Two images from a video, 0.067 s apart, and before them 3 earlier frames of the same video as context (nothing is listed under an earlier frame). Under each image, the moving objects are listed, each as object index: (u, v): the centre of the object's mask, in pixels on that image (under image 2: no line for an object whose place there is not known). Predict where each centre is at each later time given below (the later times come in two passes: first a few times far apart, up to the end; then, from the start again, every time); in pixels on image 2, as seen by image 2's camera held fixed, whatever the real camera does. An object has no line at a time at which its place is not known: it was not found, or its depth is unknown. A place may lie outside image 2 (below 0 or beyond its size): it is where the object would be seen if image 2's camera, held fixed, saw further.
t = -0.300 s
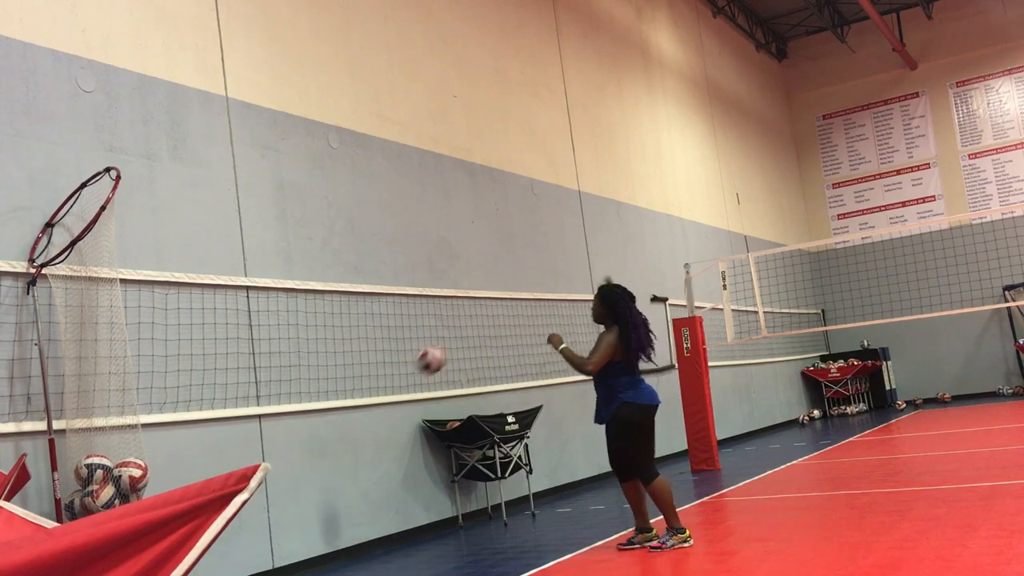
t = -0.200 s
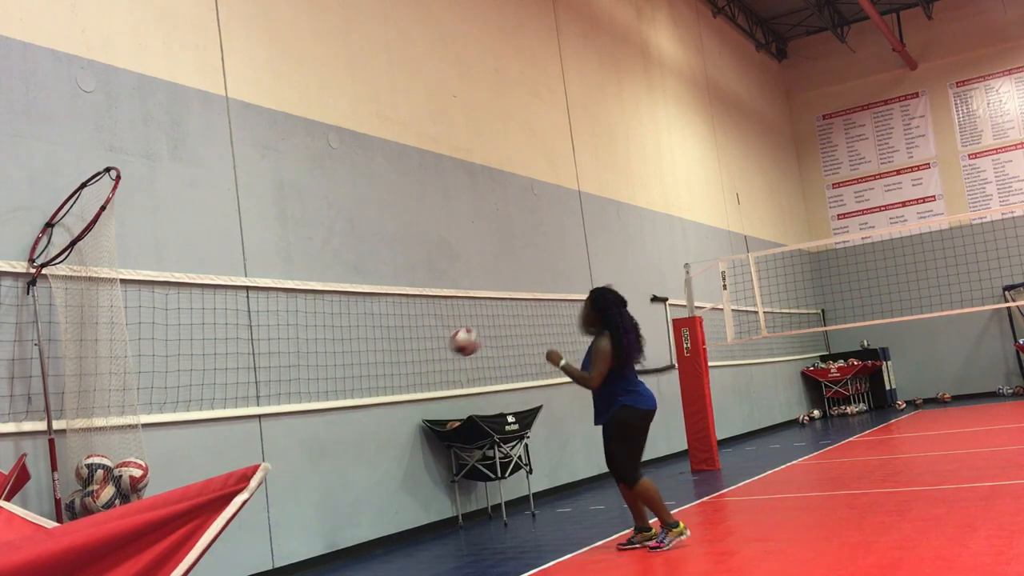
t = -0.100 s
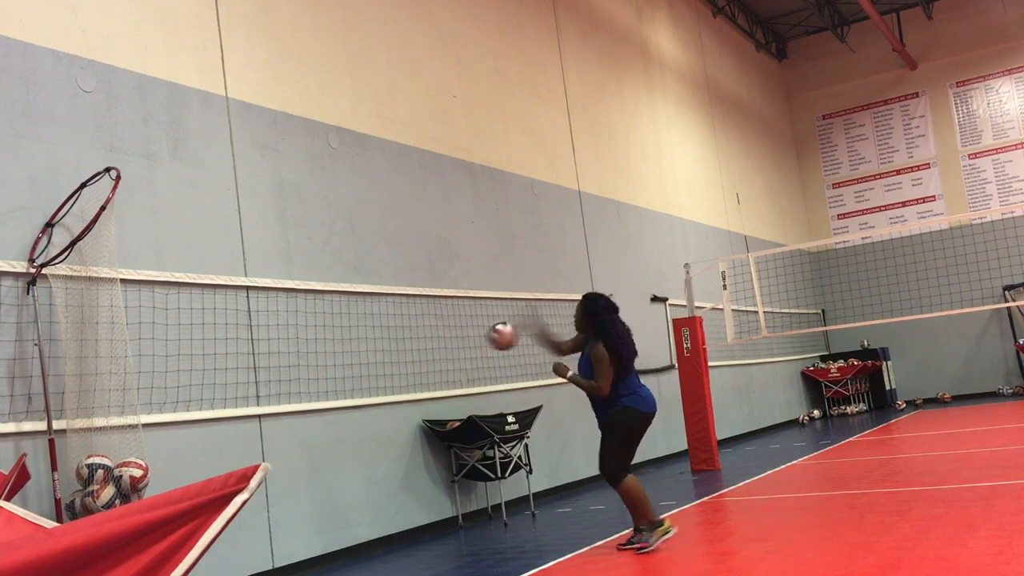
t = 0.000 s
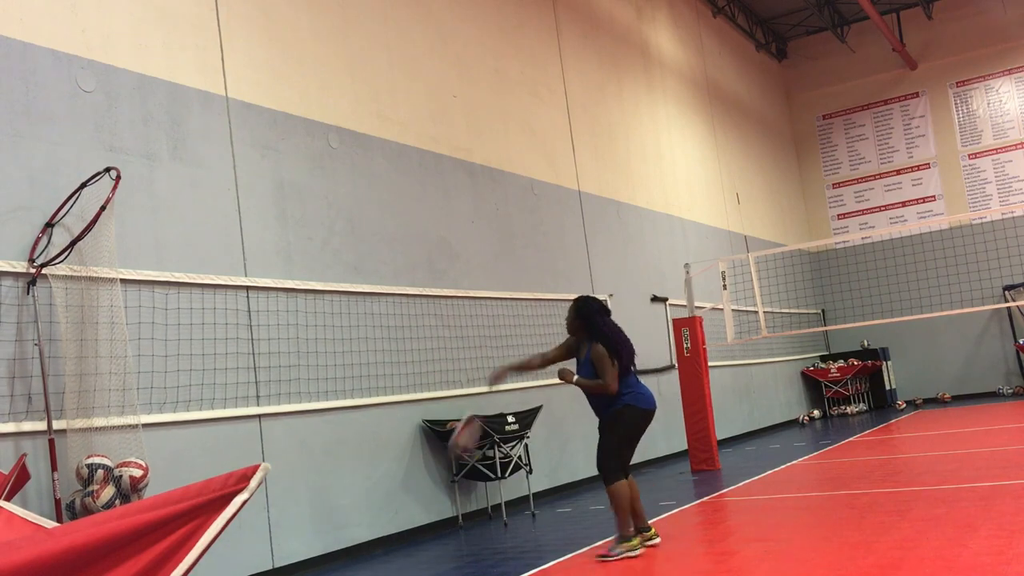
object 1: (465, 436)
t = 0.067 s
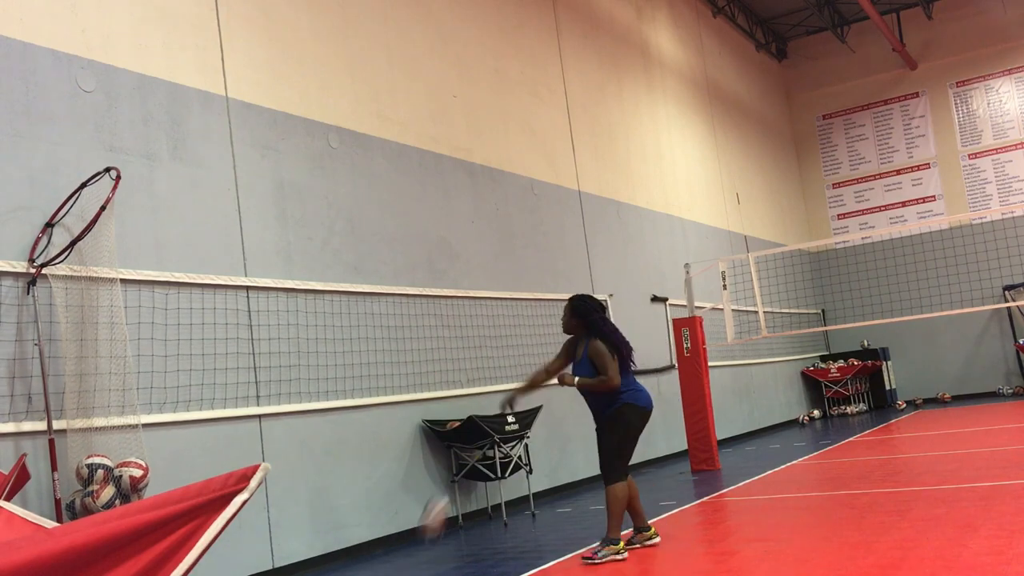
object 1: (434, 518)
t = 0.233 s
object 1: (349, 454)
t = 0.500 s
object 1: (342, 321)
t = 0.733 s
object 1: (395, 270)
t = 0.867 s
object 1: (429, 269)
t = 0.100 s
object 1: (418, 548)
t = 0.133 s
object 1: (401, 526)
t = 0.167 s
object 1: (382, 499)
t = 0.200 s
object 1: (365, 475)
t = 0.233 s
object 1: (349, 454)
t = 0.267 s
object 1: (332, 435)
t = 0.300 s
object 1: (318, 417)
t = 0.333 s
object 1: (308, 398)
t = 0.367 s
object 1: (315, 382)
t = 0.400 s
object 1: (320, 365)
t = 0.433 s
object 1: (327, 348)
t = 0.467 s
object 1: (334, 335)
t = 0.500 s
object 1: (342, 321)
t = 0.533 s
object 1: (348, 310)
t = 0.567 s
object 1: (356, 301)
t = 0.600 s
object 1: (363, 292)
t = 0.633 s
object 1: (371, 284)
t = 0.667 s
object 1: (379, 278)
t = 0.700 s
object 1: (386, 273)
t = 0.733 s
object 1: (395, 270)
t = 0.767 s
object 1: (403, 268)
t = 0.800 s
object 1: (412, 267)
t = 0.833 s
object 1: (421, 268)
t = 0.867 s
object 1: (429, 269)
